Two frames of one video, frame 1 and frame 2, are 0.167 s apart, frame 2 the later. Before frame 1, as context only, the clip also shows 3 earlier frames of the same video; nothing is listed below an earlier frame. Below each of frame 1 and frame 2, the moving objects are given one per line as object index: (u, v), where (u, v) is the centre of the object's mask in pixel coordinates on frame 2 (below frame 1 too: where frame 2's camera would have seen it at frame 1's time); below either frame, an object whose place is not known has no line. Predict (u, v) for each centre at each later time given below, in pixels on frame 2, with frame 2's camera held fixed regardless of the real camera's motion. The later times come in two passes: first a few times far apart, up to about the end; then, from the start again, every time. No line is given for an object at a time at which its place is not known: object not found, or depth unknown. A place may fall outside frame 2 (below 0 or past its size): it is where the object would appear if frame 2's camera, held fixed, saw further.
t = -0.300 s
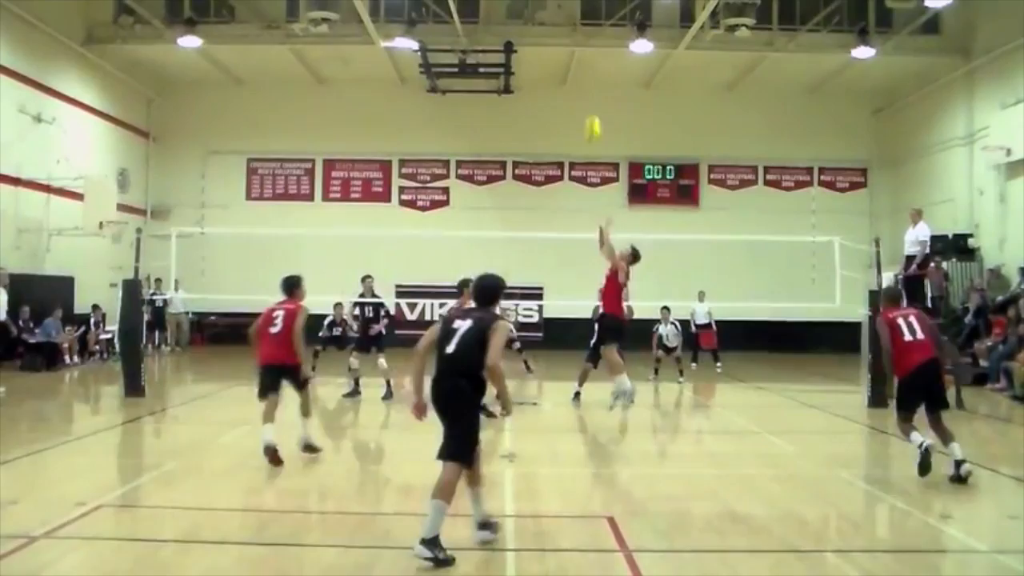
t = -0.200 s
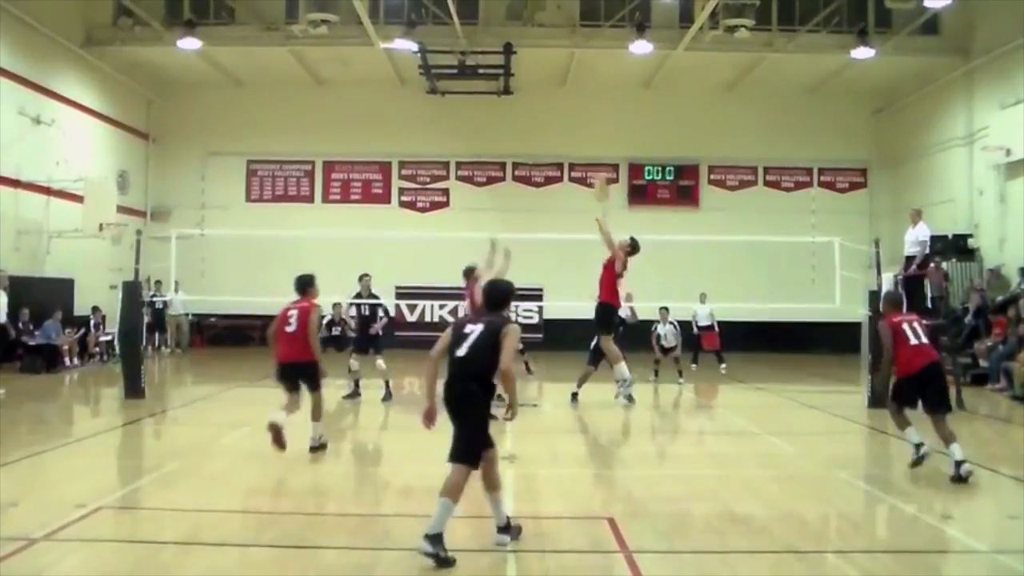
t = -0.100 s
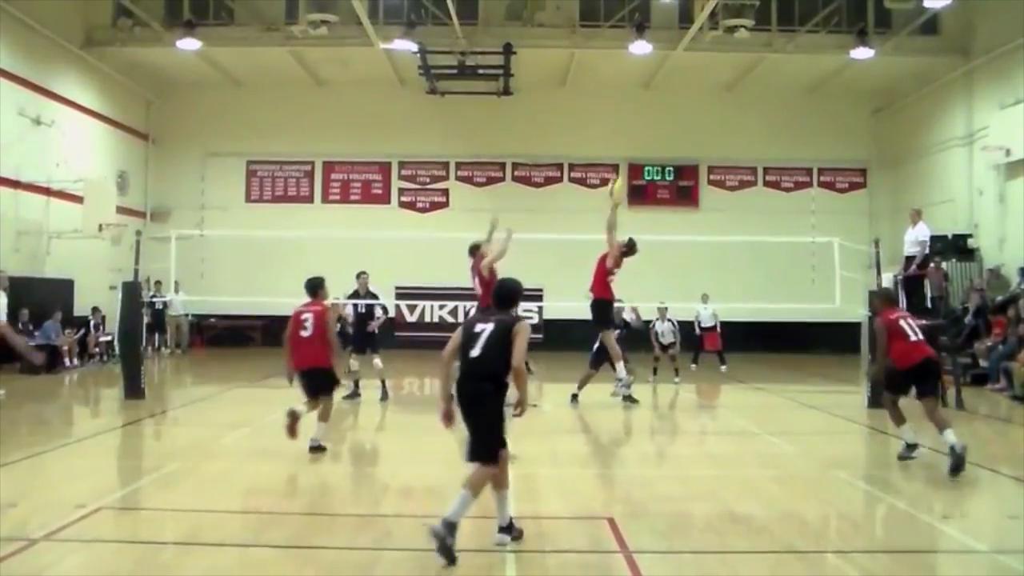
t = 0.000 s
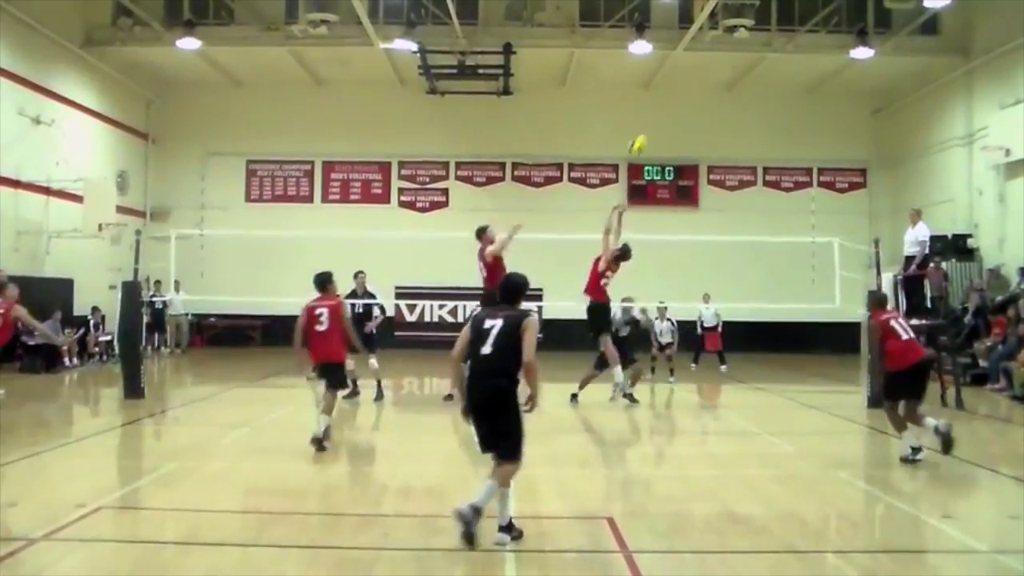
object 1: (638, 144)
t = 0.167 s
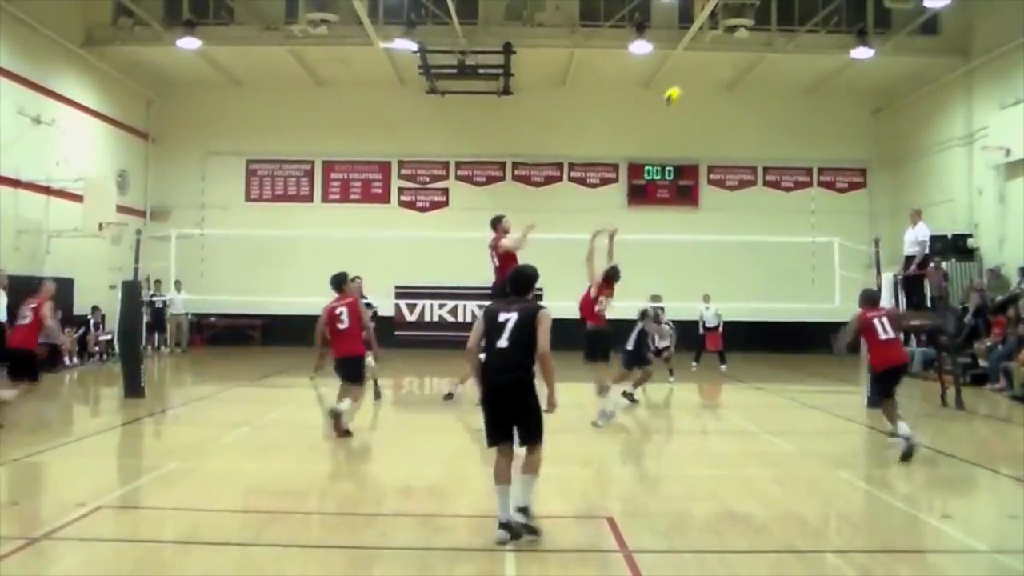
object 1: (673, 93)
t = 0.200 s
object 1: (681, 87)
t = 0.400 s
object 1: (719, 65)
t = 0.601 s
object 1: (757, 72)
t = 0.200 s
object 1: (681, 87)
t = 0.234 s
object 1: (687, 81)
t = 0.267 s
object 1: (694, 76)
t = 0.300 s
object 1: (700, 72)
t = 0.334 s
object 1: (706, 68)
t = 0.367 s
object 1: (713, 66)
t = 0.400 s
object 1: (719, 65)
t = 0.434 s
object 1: (725, 64)
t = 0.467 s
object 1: (731, 64)
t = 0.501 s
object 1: (738, 65)
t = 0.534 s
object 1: (744, 66)
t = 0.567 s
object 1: (750, 69)
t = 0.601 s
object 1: (757, 72)
